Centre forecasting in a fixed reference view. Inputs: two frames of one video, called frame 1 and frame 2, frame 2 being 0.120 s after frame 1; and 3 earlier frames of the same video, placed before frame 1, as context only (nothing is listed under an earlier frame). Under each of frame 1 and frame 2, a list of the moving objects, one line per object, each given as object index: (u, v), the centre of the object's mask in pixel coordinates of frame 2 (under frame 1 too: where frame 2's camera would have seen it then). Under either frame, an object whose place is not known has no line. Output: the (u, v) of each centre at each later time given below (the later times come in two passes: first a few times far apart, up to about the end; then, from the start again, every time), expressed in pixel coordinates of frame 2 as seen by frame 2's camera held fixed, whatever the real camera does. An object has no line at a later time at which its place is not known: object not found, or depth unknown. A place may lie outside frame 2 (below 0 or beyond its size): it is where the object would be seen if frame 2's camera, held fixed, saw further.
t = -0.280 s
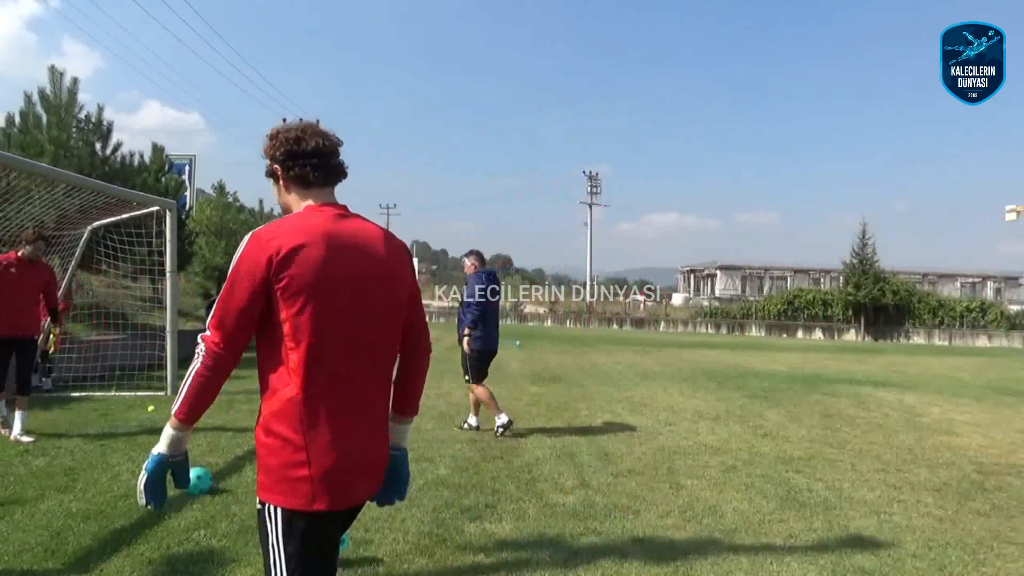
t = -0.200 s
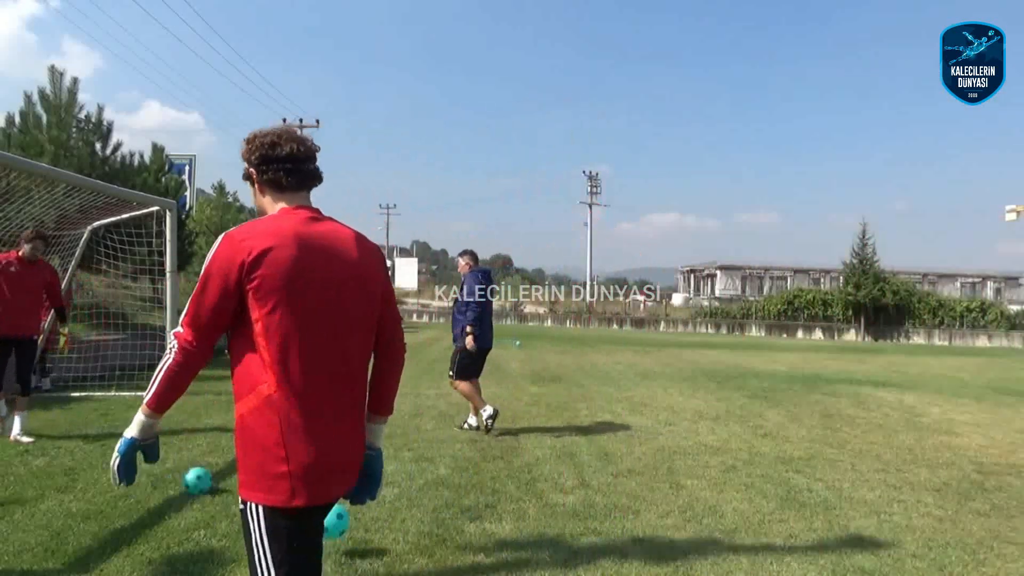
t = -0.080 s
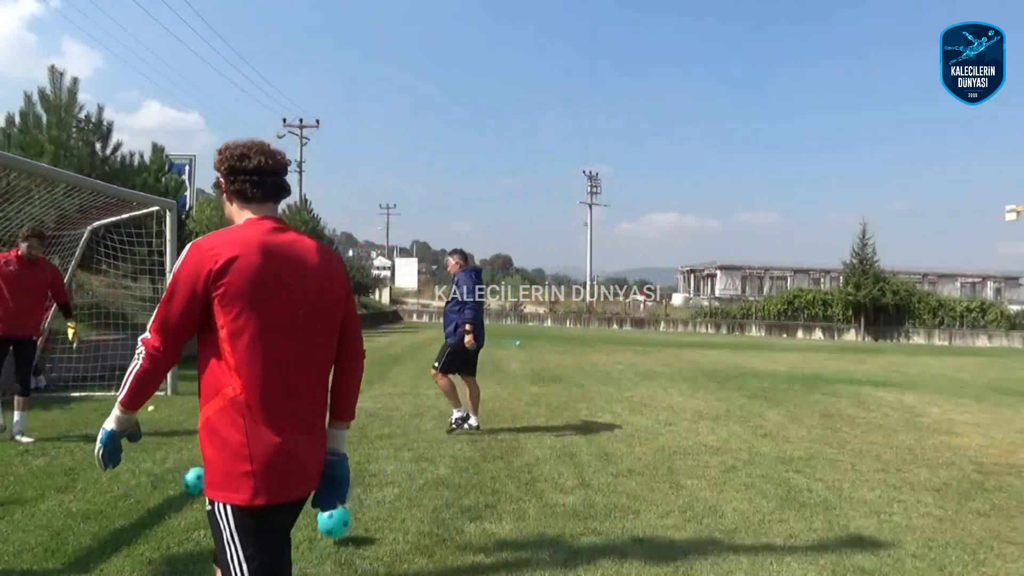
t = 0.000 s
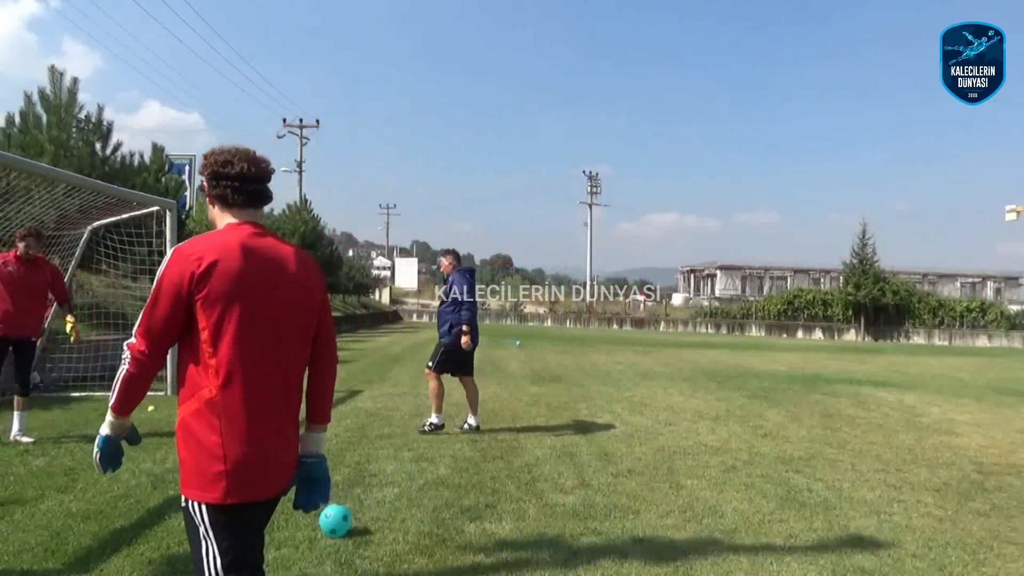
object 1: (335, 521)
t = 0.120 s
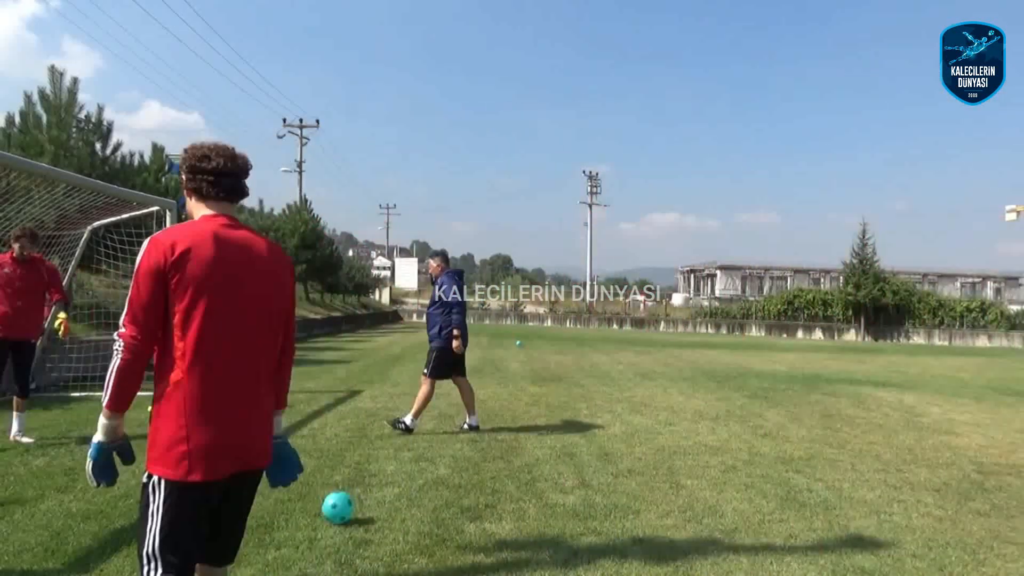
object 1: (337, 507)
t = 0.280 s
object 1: (338, 495)
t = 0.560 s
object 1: (340, 482)
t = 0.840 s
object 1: (338, 471)
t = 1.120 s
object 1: (331, 466)
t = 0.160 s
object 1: (338, 506)
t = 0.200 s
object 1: (338, 503)
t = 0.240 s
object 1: (339, 498)
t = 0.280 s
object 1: (338, 495)
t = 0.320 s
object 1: (339, 494)
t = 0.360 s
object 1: (339, 494)
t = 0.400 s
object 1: (339, 490)
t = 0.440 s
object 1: (340, 487)
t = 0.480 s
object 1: (339, 483)
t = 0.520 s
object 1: (340, 483)
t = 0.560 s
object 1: (340, 482)
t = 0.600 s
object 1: (340, 480)
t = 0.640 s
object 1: (339, 478)
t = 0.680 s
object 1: (339, 477)
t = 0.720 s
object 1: (339, 476)
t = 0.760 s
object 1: (338, 475)
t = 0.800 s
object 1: (338, 472)
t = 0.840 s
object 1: (338, 471)
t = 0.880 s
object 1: (337, 470)
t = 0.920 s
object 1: (337, 470)
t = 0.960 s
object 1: (335, 469)
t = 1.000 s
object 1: (334, 468)
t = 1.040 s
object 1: (333, 468)
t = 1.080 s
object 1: (332, 467)
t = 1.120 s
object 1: (331, 466)
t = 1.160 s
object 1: (330, 465)
